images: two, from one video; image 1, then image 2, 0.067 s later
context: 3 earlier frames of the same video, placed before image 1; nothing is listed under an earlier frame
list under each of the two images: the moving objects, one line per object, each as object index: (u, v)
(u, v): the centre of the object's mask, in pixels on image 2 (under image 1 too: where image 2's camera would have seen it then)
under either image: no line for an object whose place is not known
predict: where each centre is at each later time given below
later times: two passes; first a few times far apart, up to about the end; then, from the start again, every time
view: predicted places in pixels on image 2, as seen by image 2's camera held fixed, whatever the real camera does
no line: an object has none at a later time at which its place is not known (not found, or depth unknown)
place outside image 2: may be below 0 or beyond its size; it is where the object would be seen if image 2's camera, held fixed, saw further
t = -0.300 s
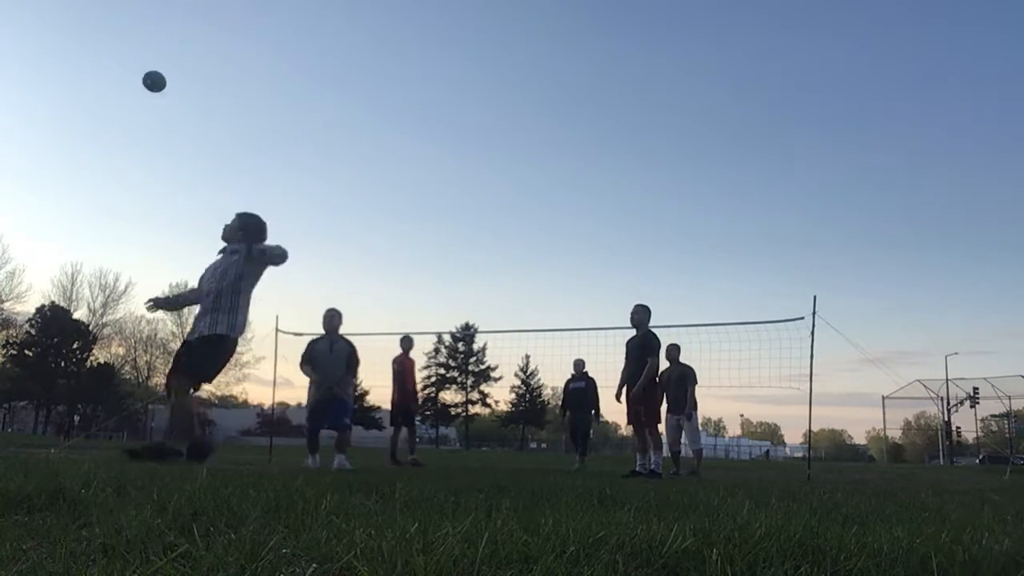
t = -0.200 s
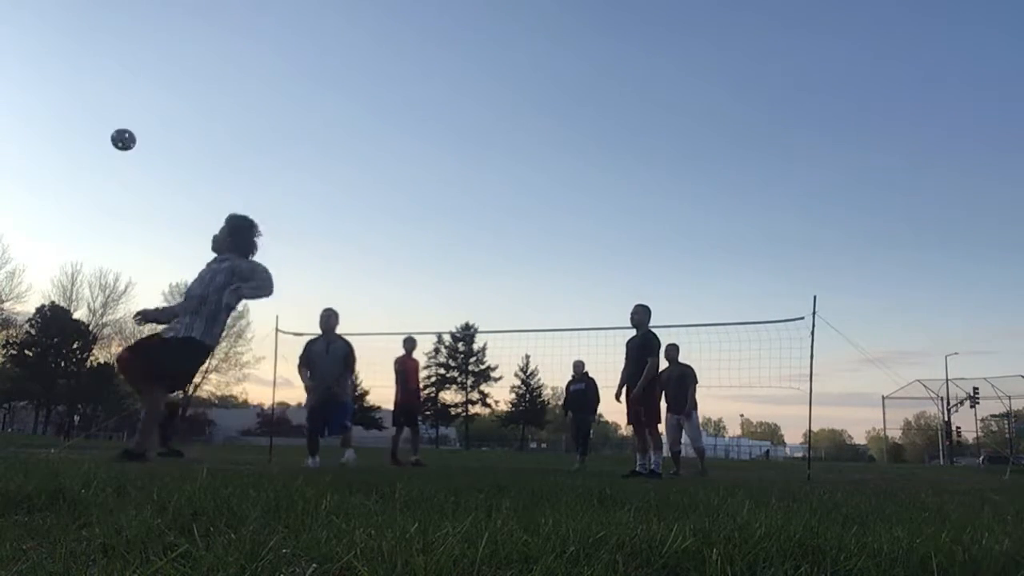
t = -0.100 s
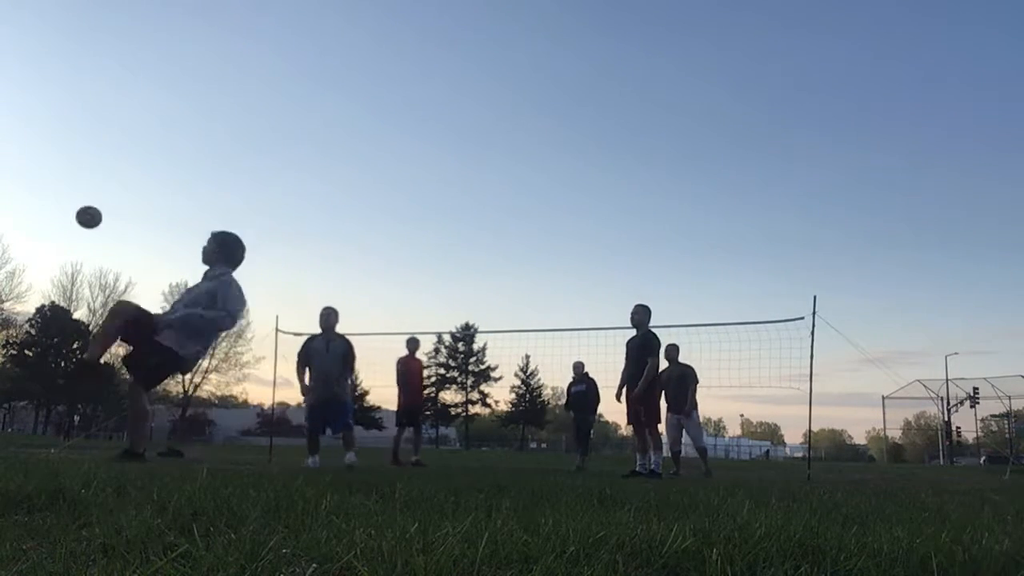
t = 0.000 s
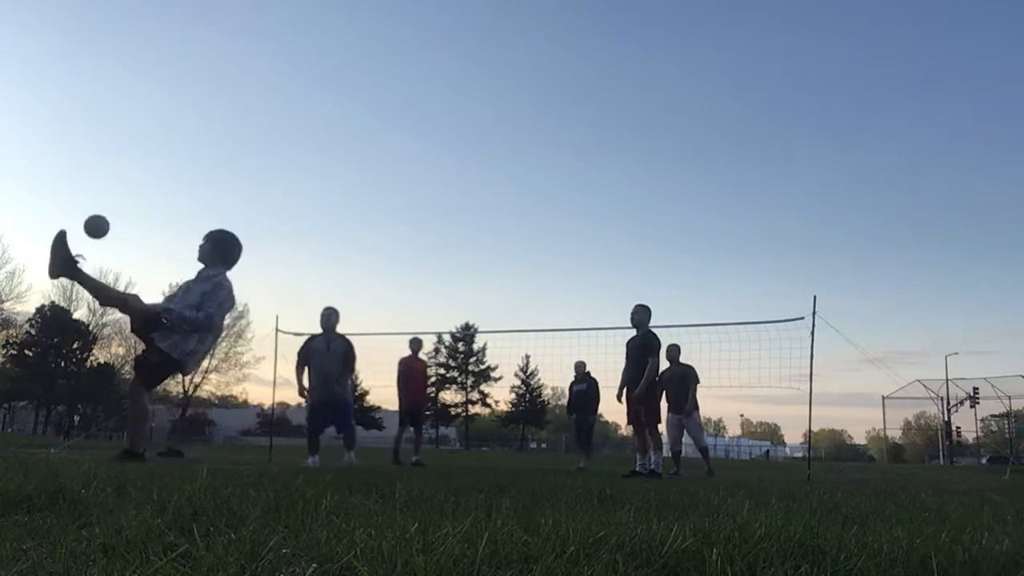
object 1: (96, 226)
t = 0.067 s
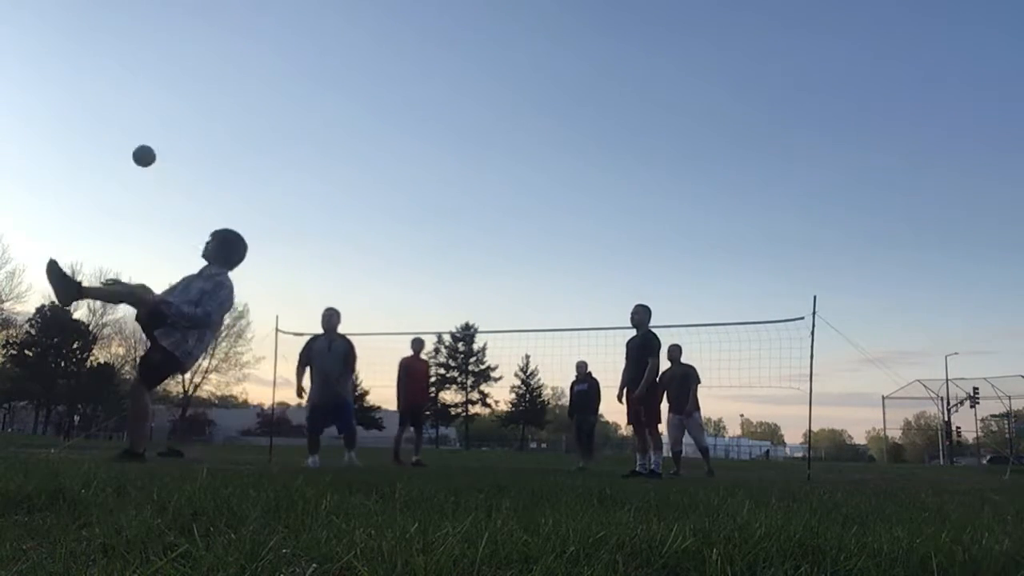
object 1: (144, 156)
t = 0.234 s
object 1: (226, 54)
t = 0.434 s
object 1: (288, 13)
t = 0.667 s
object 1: (335, 23)
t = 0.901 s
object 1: (366, 73)
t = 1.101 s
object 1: (384, 137)
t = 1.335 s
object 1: (400, 231)
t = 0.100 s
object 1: (164, 128)
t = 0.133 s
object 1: (182, 105)
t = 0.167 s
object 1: (198, 85)
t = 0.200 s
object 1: (213, 68)
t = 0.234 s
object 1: (226, 54)
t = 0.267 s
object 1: (239, 43)
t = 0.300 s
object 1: (250, 33)
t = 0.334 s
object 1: (261, 26)
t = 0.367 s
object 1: (271, 20)
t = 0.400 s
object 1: (280, 15)
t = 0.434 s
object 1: (288, 13)
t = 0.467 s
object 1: (296, 11)
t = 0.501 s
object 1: (304, 11)
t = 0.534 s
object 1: (311, 11)
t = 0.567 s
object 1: (317, 13)
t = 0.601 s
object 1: (323, 15)
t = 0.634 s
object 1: (329, 19)
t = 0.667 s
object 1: (335, 23)
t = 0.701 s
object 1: (340, 28)
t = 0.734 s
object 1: (345, 34)
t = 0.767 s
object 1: (350, 40)
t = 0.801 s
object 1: (354, 48)
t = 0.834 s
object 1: (358, 55)
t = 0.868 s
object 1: (362, 64)
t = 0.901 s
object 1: (366, 73)
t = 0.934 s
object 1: (369, 82)
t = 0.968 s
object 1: (373, 92)
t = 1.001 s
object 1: (375, 102)
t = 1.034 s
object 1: (379, 113)
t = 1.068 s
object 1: (382, 125)
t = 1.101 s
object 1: (384, 137)
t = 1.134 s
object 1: (387, 149)
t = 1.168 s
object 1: (389, 162)
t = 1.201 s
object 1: (391, 175)
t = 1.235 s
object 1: (394, 189)
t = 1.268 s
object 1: (396, 202)
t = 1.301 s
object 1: (398, 217)
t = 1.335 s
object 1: (400, 231)
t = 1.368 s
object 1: (401, 247)
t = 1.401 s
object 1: (403, 262)
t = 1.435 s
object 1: (404, 278)
